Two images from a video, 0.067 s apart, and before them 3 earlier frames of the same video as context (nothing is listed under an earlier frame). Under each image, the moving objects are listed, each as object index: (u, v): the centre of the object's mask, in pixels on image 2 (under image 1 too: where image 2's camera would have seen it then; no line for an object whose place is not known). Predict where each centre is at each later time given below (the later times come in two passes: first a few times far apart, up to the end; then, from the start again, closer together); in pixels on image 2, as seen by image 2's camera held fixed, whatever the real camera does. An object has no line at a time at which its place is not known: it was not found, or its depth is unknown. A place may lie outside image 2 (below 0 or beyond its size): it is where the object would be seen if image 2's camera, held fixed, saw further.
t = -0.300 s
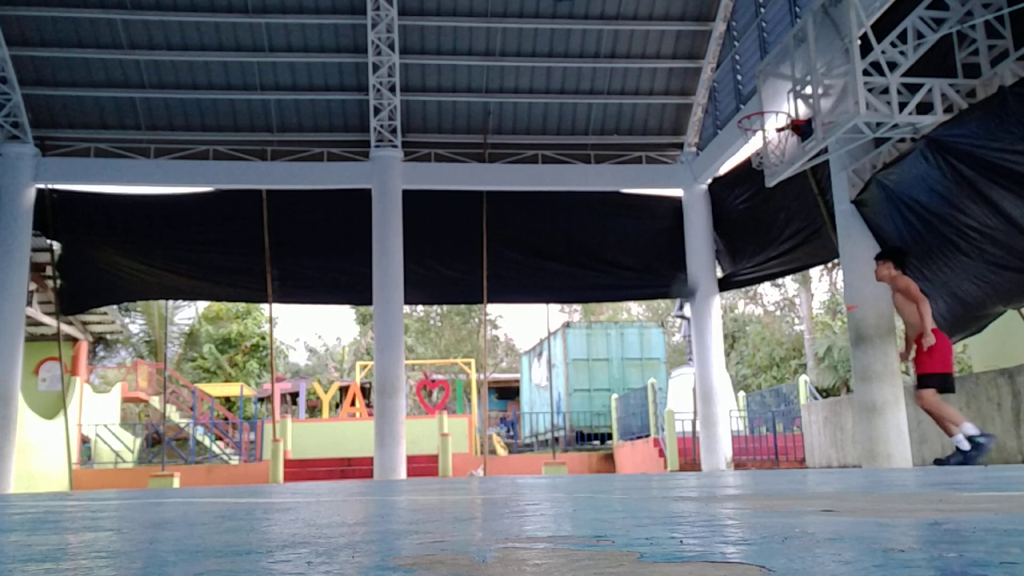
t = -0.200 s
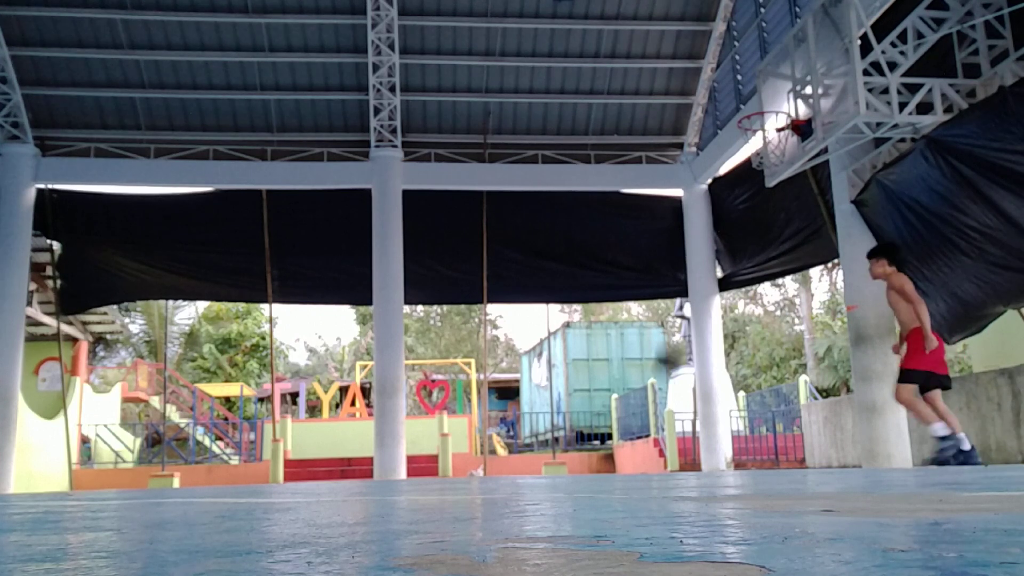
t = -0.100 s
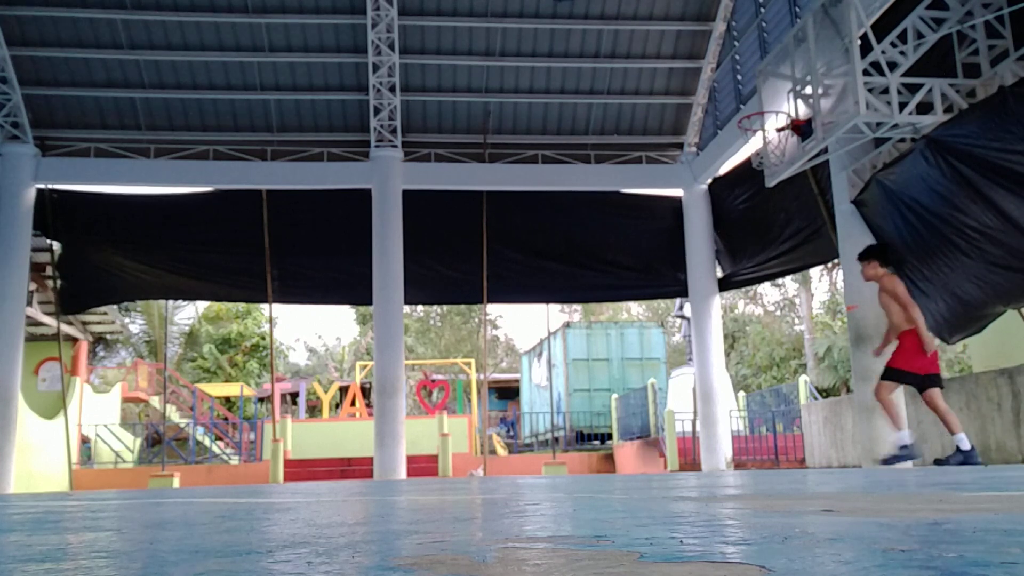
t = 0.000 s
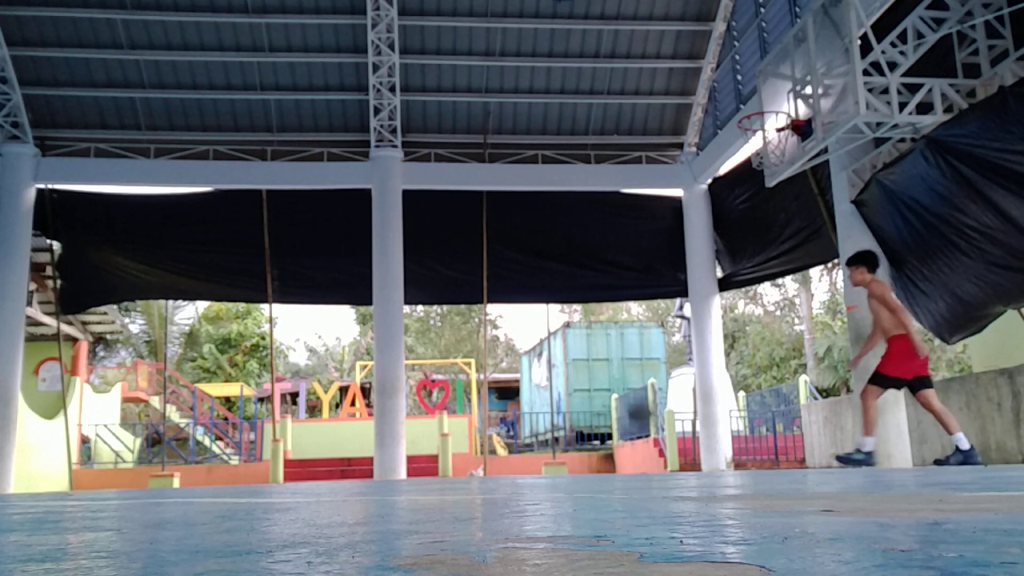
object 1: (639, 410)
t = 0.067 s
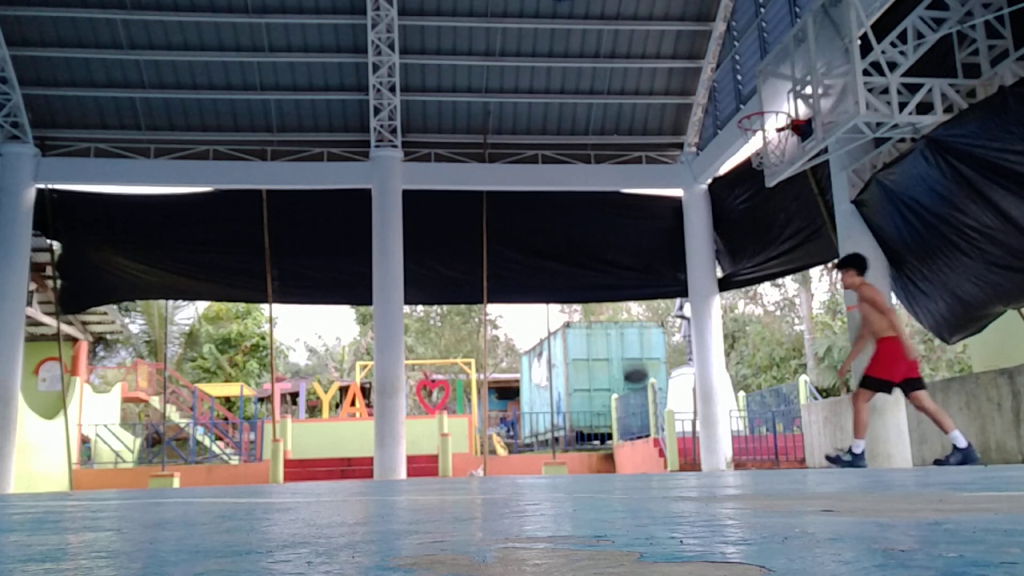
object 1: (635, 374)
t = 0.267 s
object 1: (623, 293)
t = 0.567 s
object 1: (610, 258)
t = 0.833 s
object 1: (603, 305)
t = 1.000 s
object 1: (601, 380)
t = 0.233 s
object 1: (625, 302)
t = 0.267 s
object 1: (623, 293)
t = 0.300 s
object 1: (622, 286)
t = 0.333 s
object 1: (620, 279)
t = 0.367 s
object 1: (618, 272)
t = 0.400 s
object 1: (617, 266)
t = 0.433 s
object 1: (615, 262)
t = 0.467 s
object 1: (614, 259)
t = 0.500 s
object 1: (613, 258)
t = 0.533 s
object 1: (611, 257)
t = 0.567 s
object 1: (610, 258)
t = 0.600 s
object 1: (609, 260)
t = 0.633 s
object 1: (608, 263)
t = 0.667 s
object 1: (607, 267)
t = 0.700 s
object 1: (606, 273)
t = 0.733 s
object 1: (605, 280)
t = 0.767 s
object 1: (604, 287)
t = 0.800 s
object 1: (604, 294)
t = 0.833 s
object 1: (603, 305)
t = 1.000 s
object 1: (601, 380)
